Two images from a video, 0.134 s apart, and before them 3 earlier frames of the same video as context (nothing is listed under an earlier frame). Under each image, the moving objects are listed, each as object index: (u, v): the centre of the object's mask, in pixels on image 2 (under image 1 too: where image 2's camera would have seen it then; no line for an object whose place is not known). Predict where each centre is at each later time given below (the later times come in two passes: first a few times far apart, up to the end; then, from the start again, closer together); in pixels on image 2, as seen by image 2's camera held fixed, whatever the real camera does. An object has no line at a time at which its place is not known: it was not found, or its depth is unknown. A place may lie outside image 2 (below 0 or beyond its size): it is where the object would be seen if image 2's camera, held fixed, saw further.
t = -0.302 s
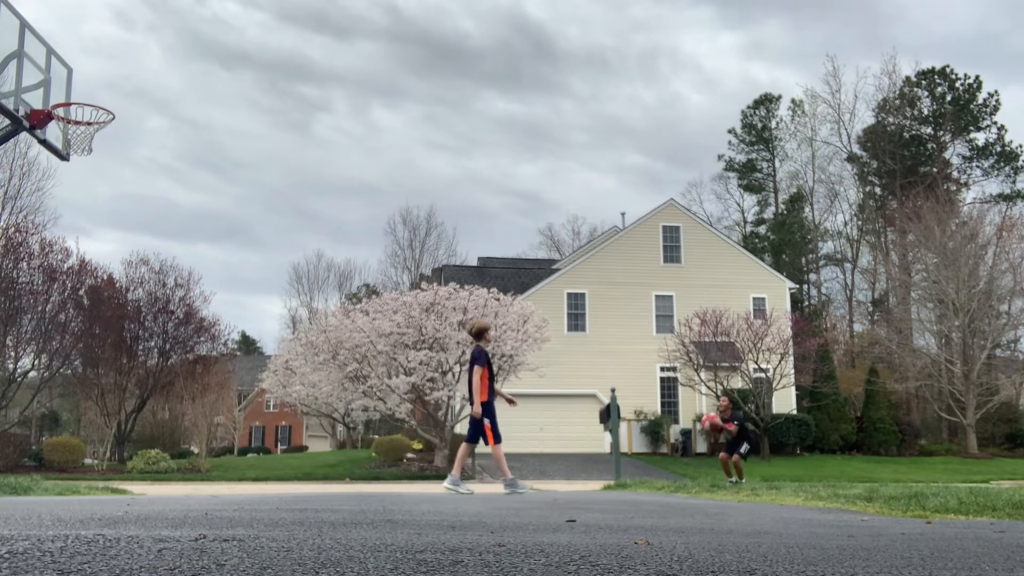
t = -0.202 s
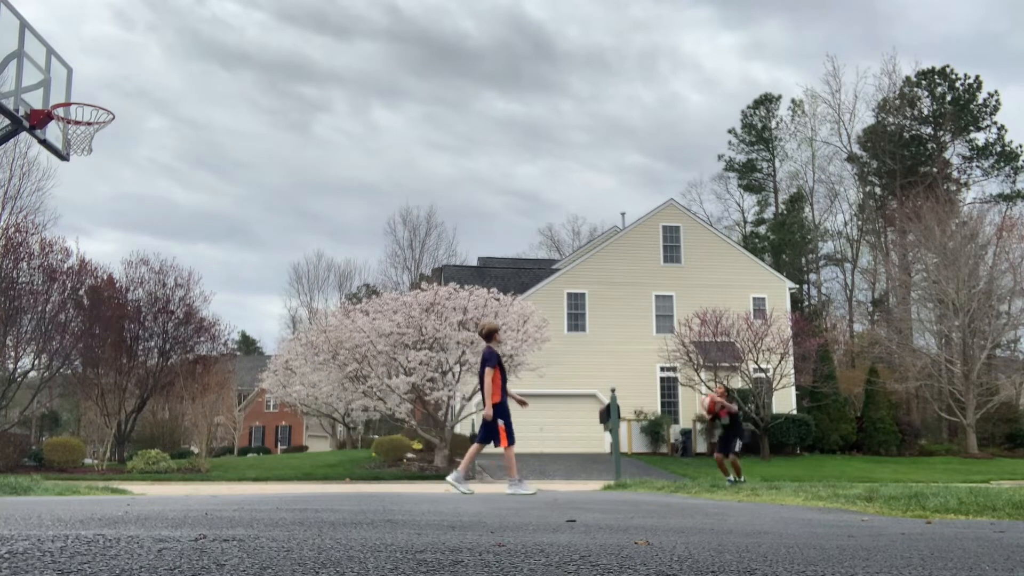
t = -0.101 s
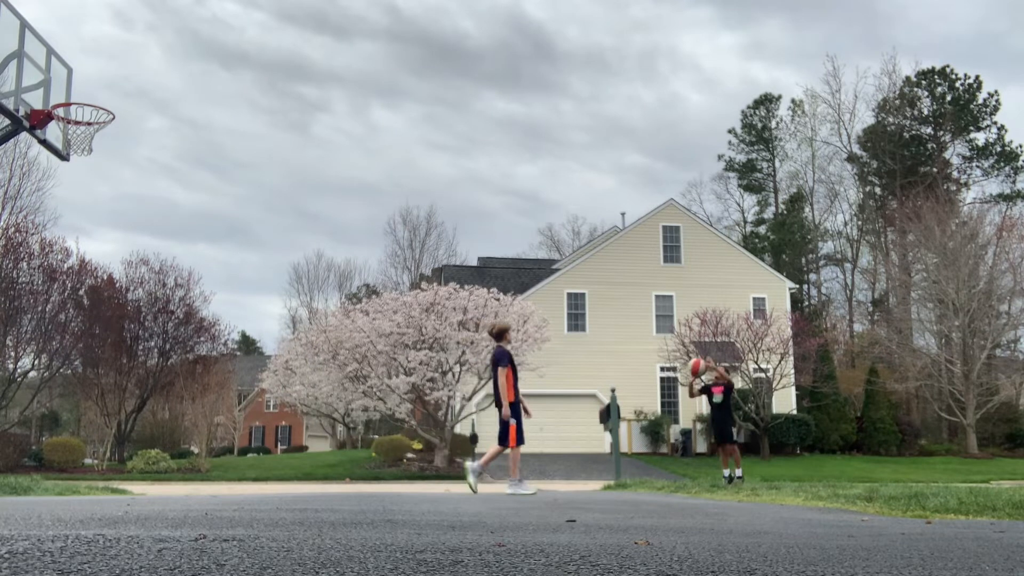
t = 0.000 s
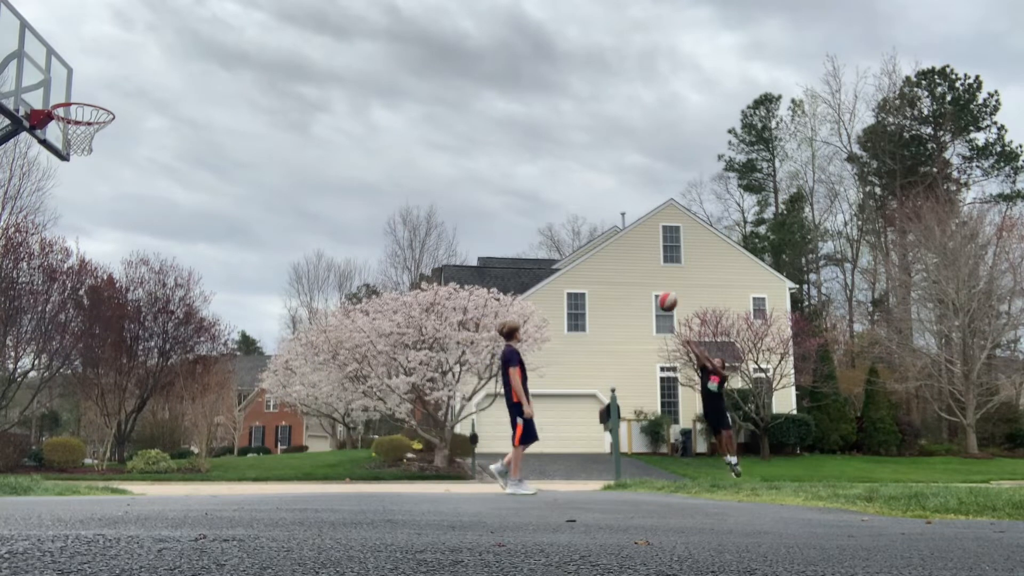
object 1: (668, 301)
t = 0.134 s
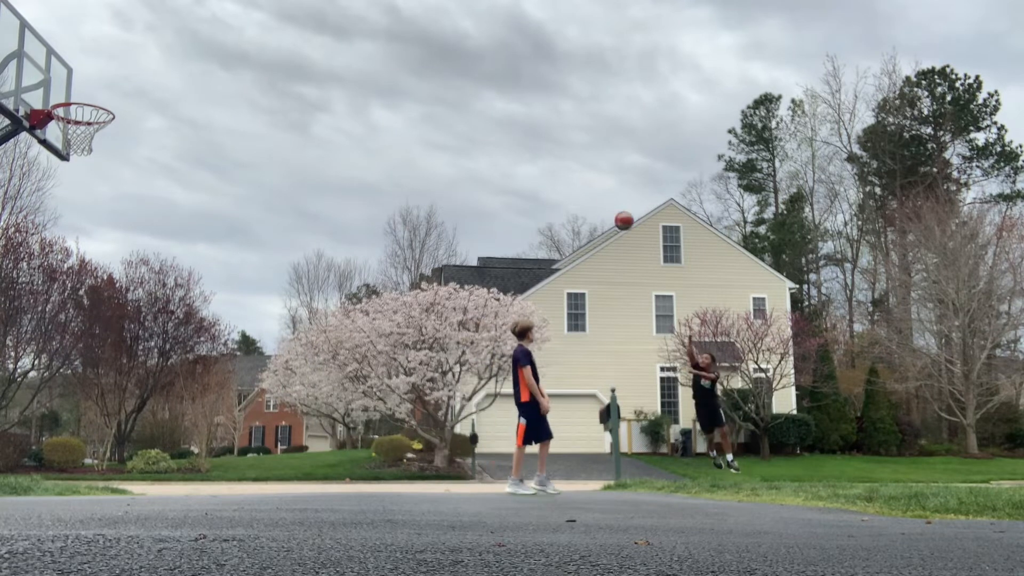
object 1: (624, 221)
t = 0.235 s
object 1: (591, 167)
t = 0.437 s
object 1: (522, 80)
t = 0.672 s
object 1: (434, 14)
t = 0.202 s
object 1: (602, 184)
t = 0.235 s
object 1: (591, 167)
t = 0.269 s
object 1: (580, 150)
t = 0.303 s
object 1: (568, 135)
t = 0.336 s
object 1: (557, 120)
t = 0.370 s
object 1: (546, 105)
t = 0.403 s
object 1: (534, 92)
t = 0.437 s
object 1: (522, 80)
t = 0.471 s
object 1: (510, 68)
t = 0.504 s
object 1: (498, 57)
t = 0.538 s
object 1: (485, 47)
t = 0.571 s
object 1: (473, 37)
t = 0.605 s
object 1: (460, 28)
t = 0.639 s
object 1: (447, 21)
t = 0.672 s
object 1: (434, 14)
